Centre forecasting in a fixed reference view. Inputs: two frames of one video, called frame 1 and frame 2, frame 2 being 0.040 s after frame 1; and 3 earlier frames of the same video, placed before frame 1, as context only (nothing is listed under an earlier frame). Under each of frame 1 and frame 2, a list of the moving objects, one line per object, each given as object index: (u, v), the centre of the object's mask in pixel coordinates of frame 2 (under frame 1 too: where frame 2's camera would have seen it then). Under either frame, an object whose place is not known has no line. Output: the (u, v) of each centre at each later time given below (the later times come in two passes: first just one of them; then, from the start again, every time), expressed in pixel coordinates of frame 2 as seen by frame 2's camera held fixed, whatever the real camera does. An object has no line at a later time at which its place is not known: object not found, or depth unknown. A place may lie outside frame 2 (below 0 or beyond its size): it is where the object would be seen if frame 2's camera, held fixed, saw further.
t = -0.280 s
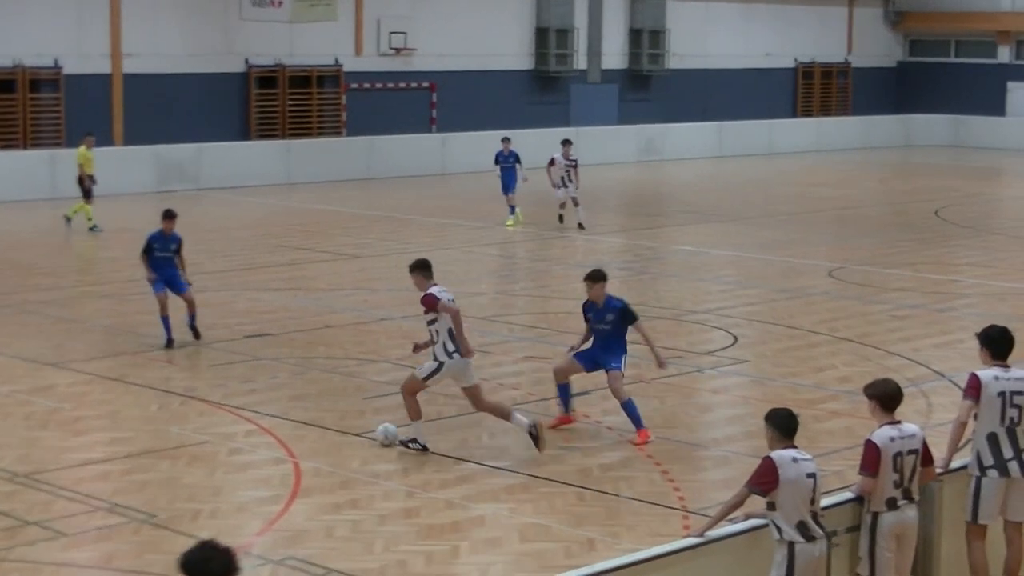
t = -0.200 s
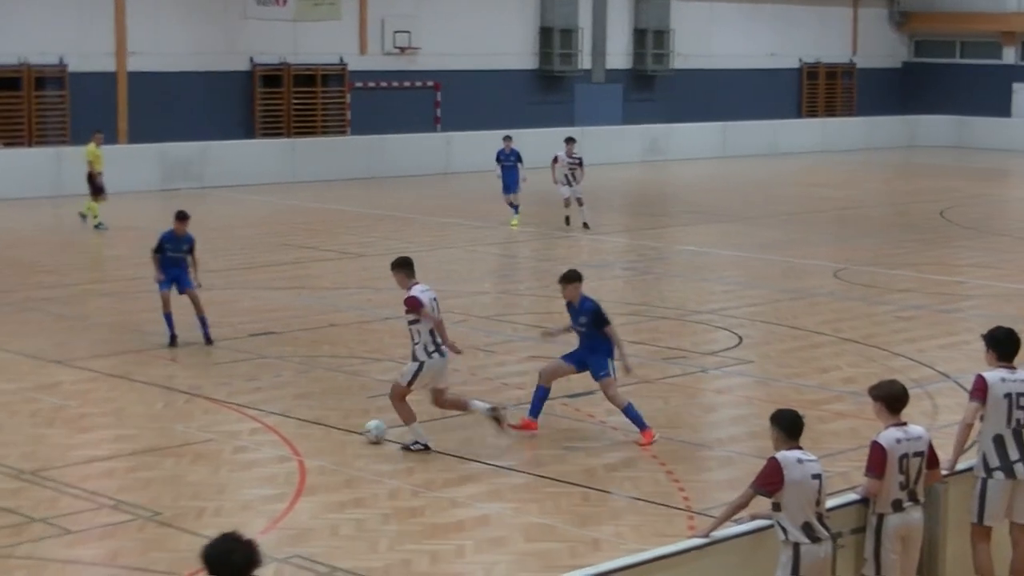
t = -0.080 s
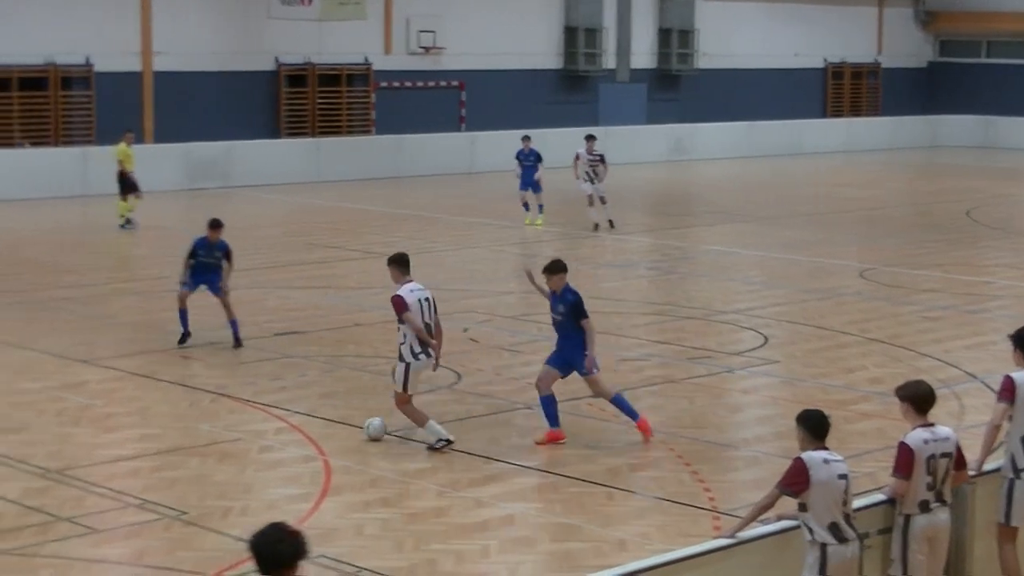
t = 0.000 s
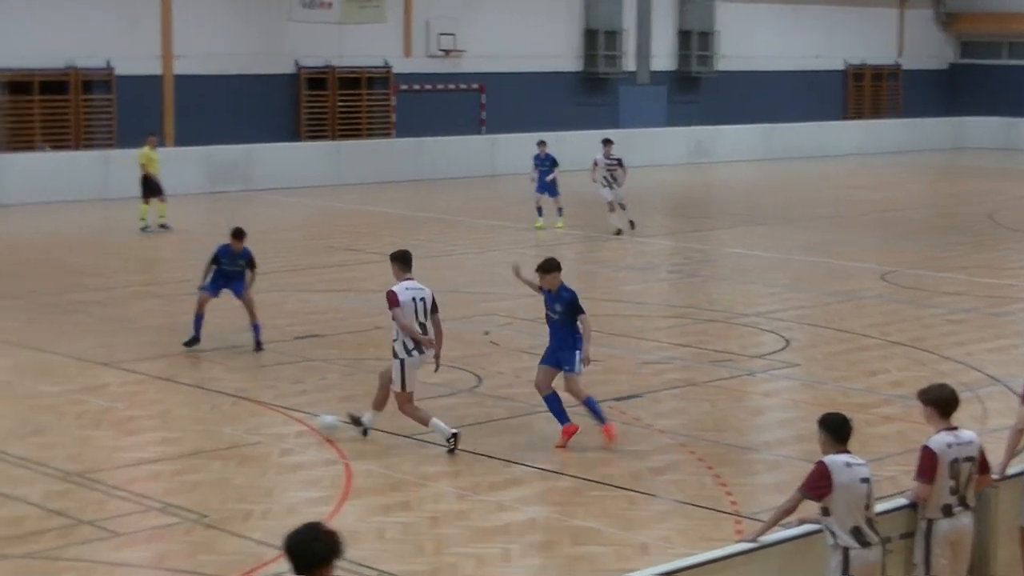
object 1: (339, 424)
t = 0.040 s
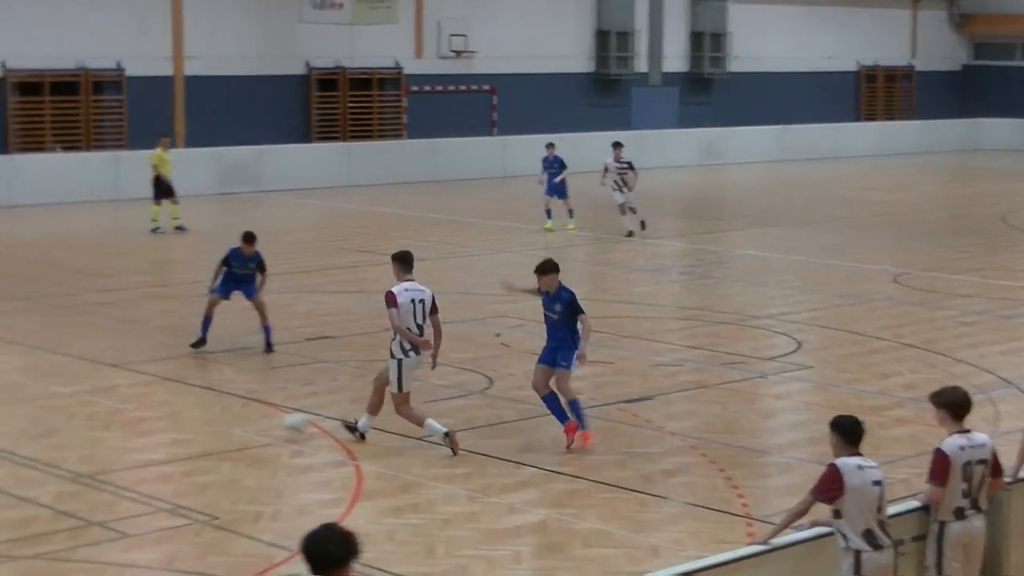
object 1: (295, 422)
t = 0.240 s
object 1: (102, 419)
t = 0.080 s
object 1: (253, 423)
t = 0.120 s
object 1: (212, 426)
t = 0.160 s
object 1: (174, 424)
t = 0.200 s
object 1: (137, 422)
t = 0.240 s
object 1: (102, 419)
